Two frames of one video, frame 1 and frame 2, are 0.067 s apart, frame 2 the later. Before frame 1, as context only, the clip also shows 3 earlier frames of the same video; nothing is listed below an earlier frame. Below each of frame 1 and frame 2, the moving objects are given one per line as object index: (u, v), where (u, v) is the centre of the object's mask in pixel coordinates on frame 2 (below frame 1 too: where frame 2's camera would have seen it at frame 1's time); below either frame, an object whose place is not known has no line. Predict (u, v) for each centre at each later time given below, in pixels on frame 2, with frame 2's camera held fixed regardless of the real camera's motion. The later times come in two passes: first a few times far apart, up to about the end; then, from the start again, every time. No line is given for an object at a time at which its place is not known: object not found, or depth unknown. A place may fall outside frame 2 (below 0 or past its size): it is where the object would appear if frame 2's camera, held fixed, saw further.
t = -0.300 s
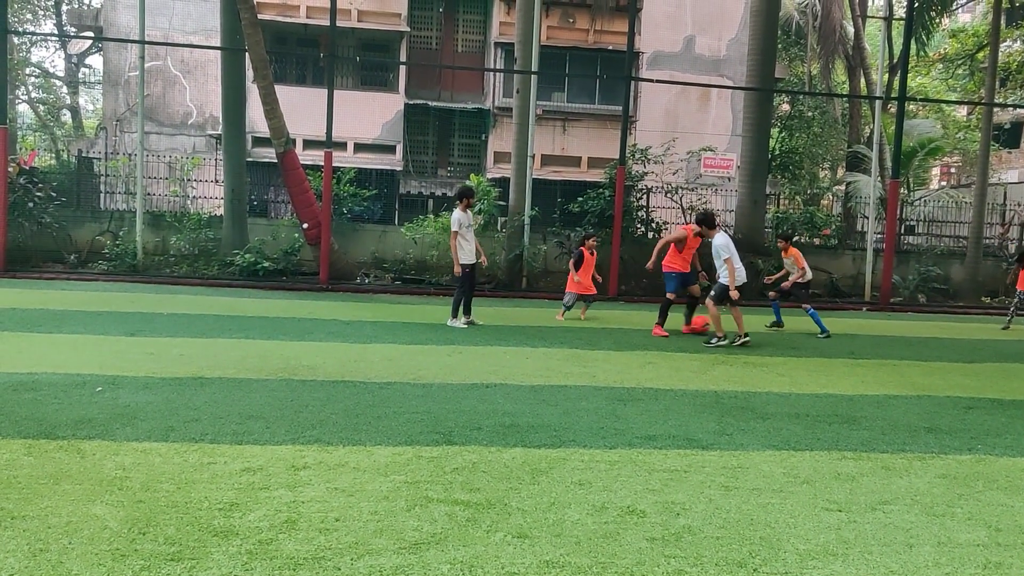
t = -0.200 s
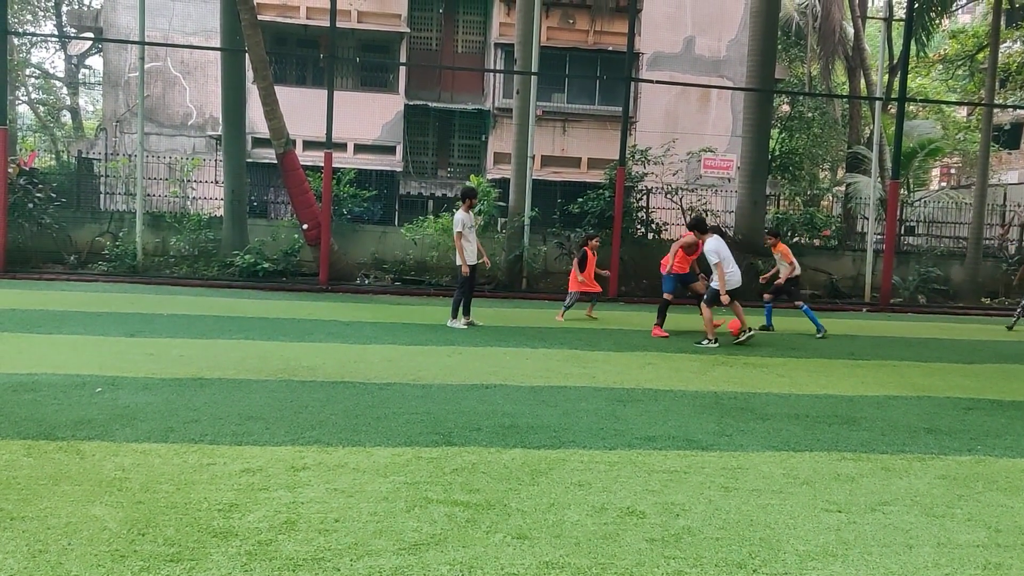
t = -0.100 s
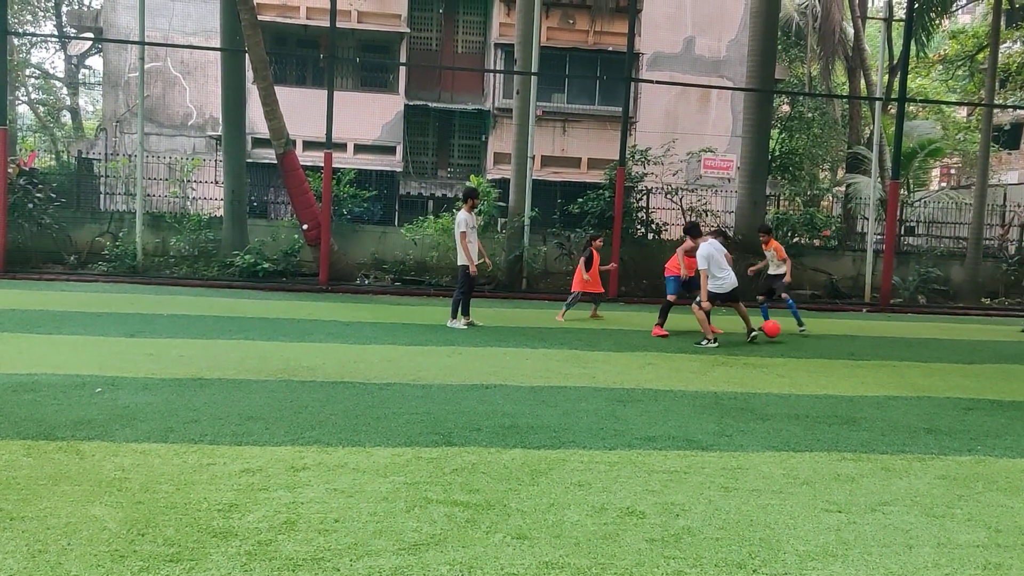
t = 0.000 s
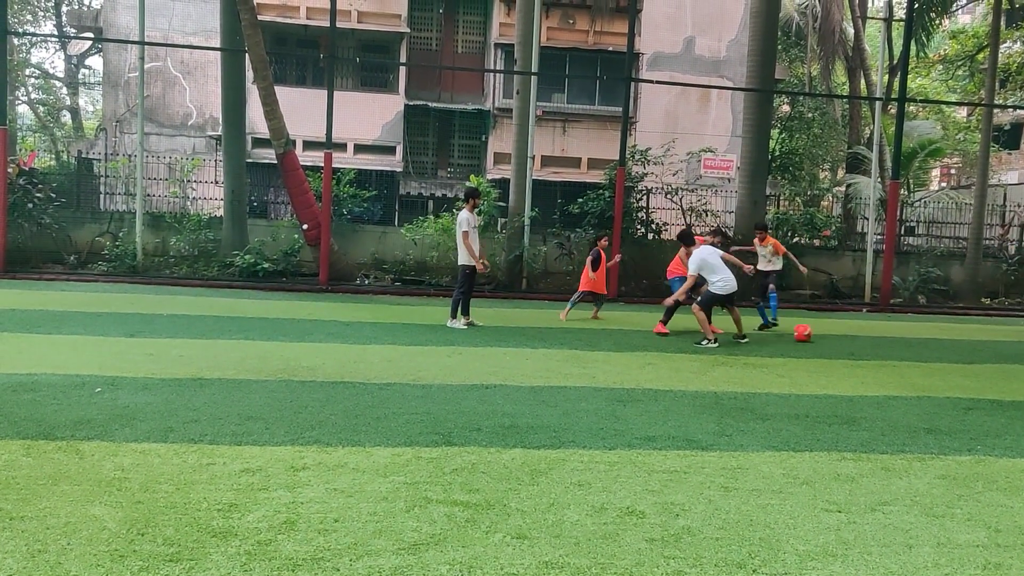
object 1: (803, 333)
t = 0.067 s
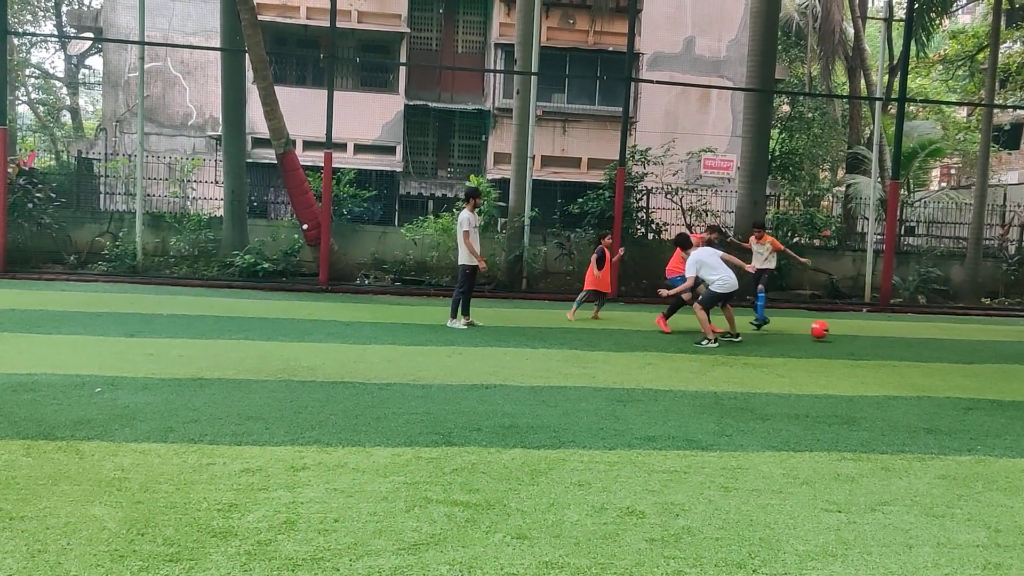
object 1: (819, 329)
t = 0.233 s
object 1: (859, 333)
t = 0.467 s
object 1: (901, 334)
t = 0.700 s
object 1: (943, 333)
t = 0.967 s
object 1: (988, 336)
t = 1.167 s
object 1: (1018, 337)
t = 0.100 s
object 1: (827, 328)
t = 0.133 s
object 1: (836, 328)
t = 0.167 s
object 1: (844, 328)
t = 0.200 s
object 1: (851, 330)
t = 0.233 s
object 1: (859, 333)
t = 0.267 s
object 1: (866, 333)
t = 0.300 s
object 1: (872, 331)
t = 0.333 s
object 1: (878, 330)
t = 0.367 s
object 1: (884, 330)
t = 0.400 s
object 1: (890, 331)
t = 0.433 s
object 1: (896, 333)
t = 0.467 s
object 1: (901, 334)
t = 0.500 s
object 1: (908, 333)
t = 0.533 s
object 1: (914, 332)
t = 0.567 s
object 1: (920, 333)
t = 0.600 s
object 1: (926, 334)
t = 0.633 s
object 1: (932, 334)
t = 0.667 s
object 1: (938, 333)
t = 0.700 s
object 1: (943, 333)
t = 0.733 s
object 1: (949, 334)
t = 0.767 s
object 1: (955, 335)
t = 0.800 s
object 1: (961, 335)
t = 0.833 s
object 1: (967, 335)
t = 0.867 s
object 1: (972, 335)
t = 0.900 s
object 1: (977, 335)
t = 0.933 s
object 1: (983, 335)
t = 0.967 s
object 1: (988, 336)
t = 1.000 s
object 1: (994, 336)
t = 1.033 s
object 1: (1000, 337)
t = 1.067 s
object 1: (1006, 336)
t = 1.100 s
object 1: (1011, 336)
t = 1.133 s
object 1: (1015, 336)
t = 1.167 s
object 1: (1018, 337)
